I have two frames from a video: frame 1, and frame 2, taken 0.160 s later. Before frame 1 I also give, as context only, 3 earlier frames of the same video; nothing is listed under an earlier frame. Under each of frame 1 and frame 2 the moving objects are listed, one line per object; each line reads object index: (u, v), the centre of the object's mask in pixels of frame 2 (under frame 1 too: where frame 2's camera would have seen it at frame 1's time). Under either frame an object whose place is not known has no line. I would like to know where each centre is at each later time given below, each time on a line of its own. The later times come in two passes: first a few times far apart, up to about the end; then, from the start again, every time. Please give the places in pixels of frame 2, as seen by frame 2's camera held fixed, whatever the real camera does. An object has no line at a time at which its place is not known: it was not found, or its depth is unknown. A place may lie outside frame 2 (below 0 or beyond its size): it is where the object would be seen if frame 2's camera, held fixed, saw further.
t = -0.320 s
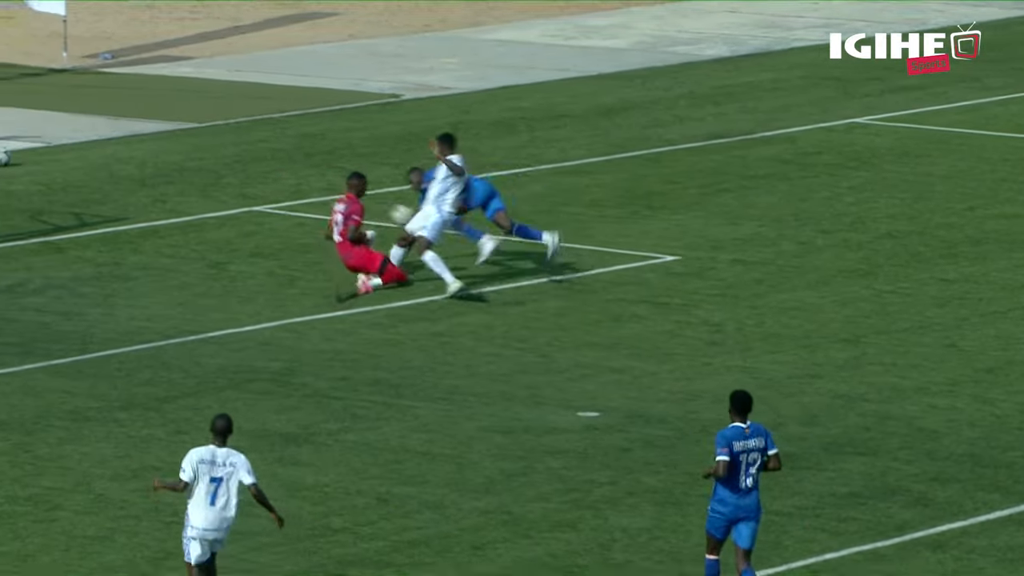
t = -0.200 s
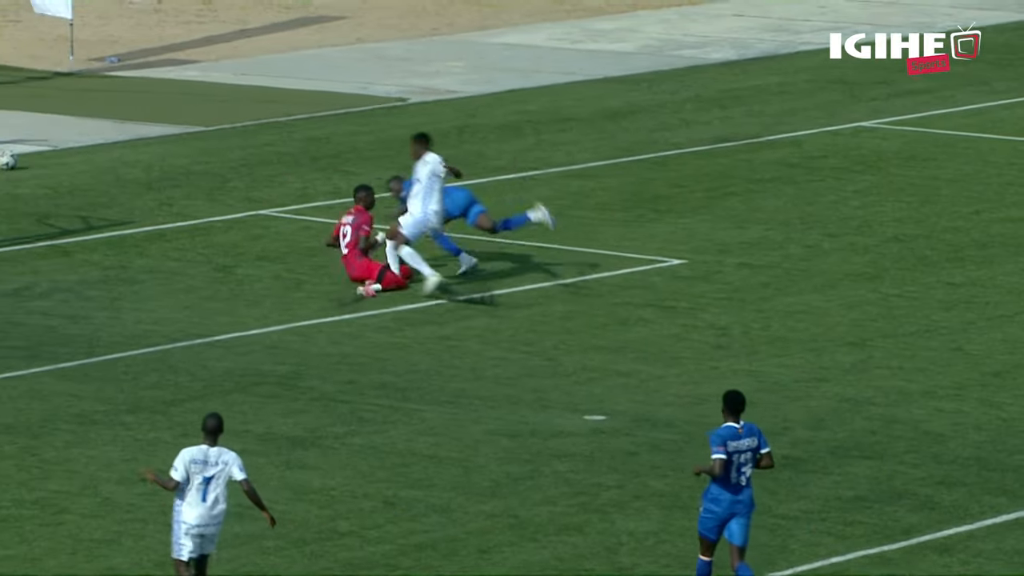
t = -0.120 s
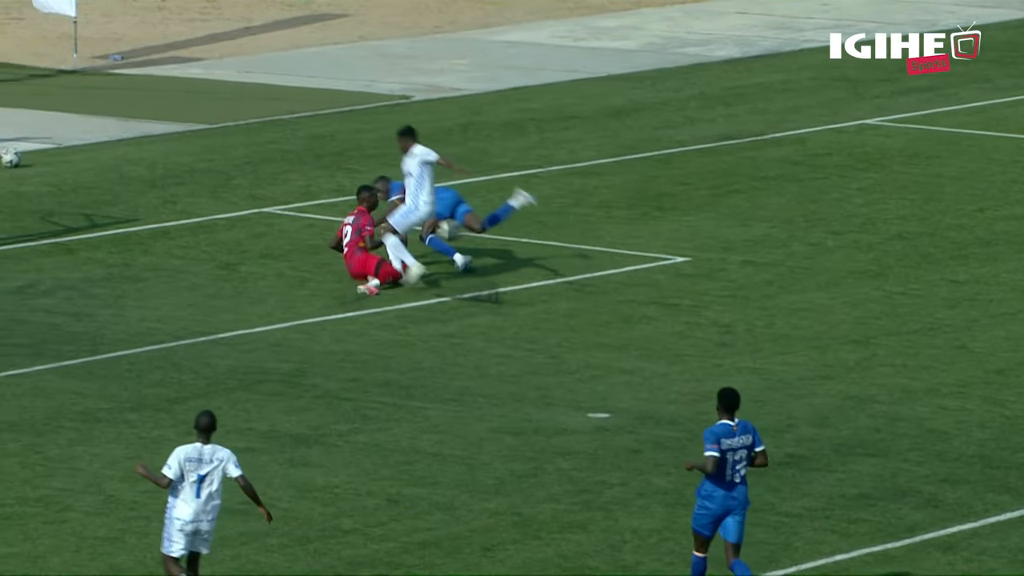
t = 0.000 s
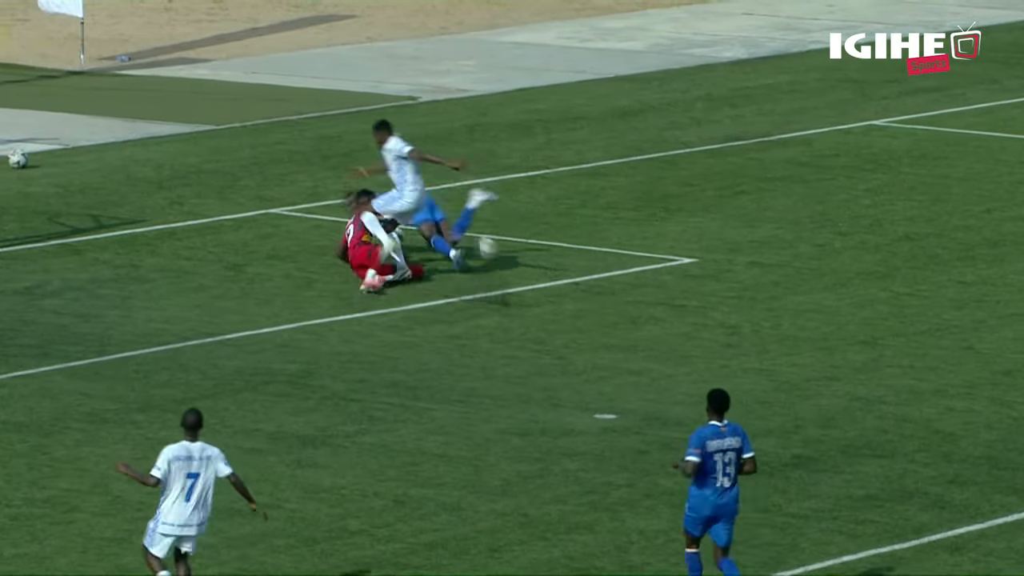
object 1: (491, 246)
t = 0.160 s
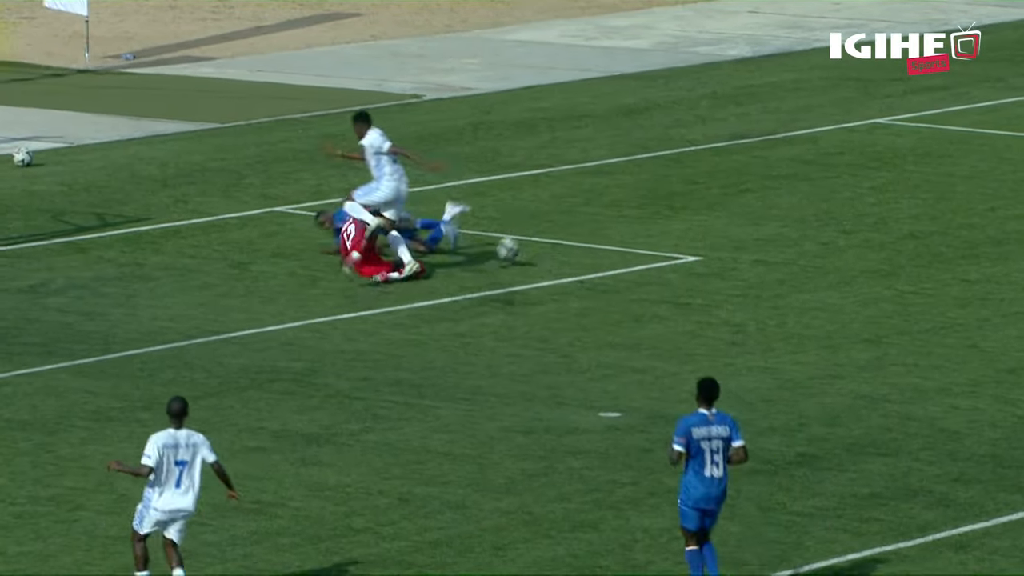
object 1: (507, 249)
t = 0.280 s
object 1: (510, 234)
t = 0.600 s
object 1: (519, 212)
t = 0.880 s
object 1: (524, 217)
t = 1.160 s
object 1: (533, 236)
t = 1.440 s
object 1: (546, 216)
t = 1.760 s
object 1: (563, 219)
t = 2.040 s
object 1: (578, 211)
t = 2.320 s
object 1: (593, 210)
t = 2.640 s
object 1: (611, 205)
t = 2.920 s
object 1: (624, 198)
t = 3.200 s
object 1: (637, 190)
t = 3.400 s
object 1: (645, 185)
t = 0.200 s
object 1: (508, 243)
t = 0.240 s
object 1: (509, 238)
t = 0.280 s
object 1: (510, 234)
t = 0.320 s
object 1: (511, 230)
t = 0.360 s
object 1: (512, 226)
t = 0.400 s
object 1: (513, 223)
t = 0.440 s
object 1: (514, 220)
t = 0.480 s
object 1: (515, 218)
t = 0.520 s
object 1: (517, 215)
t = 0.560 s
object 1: (518, 213)
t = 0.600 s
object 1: (519, 212)
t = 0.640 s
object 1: (520, 212)
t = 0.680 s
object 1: (521, 212)
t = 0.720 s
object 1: (521, 212)
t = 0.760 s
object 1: (522, 213)
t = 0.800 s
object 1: (523, 214)
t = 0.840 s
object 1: (524, 215)
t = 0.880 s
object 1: (524, 217)
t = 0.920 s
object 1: (526, 219)
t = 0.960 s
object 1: (526, 222)
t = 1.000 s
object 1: (528, 228)
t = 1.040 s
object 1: (529, 231)
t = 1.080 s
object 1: (530, 236)
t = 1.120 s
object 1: (531, 239)
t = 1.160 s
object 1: (533, 236)
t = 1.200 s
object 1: (534, 231)
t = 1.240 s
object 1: (536, 228)
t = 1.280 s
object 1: (538, 225)
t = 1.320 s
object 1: (540, 222)
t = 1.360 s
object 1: (541, 220)
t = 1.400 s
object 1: (544, 218)
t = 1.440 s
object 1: (546, 216)
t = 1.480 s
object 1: (548, 215)
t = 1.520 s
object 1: (552, 214)
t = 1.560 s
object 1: (553, 214)
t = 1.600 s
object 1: (555, 214)
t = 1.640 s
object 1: (557, 214)
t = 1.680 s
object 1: (559, 216)
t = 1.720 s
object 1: (561, 217)
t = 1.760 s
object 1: (563, 219)
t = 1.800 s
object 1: (565, 223)
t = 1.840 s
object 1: (567, 225)
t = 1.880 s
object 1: (569, 223)
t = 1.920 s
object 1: (571, 217)
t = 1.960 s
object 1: (573, 215)
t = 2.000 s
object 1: (575, 213)
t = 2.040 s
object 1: (578, 211)
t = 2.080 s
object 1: (580, 211)
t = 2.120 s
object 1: (582, 211)
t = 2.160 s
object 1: (584, 211)
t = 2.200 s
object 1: (586, 214)
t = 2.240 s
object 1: (589, 215)
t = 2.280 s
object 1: (591, 213)
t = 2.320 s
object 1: (593, 210)
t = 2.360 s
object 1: (595, 210)
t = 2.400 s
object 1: (598, 210)
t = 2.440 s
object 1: (600, 210)
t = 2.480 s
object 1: (602, 210)
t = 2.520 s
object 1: (604, 207)
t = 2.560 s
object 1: (607, 207)
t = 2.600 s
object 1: (608, 206)
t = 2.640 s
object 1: (611, 205)
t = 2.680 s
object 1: (613, 204)
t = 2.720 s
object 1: (615, 203)
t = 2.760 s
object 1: (616, 202)
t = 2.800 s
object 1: (618, 201)
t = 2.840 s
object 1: (620, 200)
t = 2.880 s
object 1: (622, 199)
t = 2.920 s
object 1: (624, 198)
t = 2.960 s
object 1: (626, 197)
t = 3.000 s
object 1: (628, 195)
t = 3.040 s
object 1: (630, 194)
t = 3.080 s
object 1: (632, 194)
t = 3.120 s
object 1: (634, 192)
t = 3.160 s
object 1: (635, 191)
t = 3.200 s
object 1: (637, 190)
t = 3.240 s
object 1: (638, 189)
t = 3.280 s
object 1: (640, 188)
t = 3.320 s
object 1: (641, 187)
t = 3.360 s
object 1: (643, 186)
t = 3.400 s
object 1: (645, 185)
